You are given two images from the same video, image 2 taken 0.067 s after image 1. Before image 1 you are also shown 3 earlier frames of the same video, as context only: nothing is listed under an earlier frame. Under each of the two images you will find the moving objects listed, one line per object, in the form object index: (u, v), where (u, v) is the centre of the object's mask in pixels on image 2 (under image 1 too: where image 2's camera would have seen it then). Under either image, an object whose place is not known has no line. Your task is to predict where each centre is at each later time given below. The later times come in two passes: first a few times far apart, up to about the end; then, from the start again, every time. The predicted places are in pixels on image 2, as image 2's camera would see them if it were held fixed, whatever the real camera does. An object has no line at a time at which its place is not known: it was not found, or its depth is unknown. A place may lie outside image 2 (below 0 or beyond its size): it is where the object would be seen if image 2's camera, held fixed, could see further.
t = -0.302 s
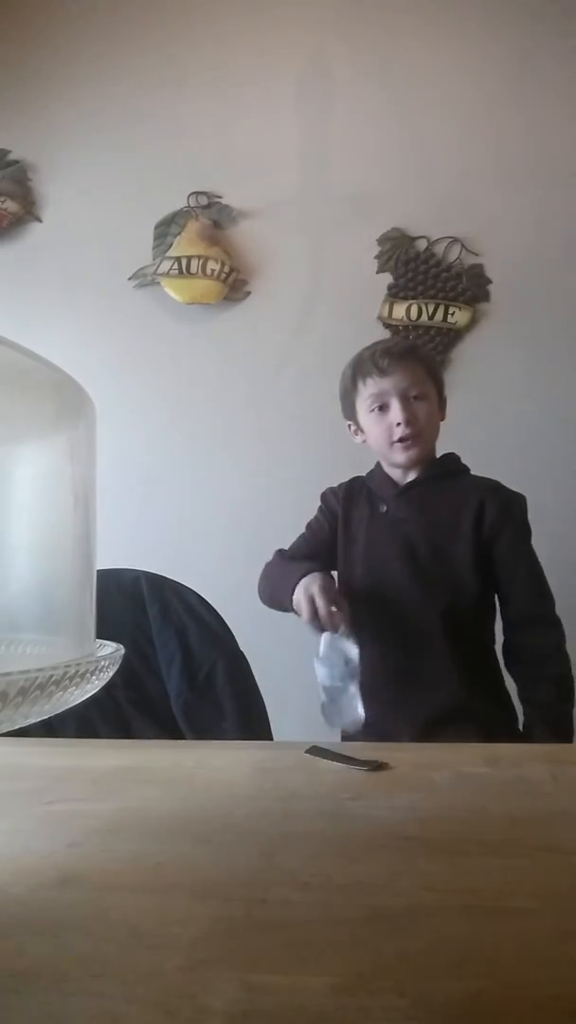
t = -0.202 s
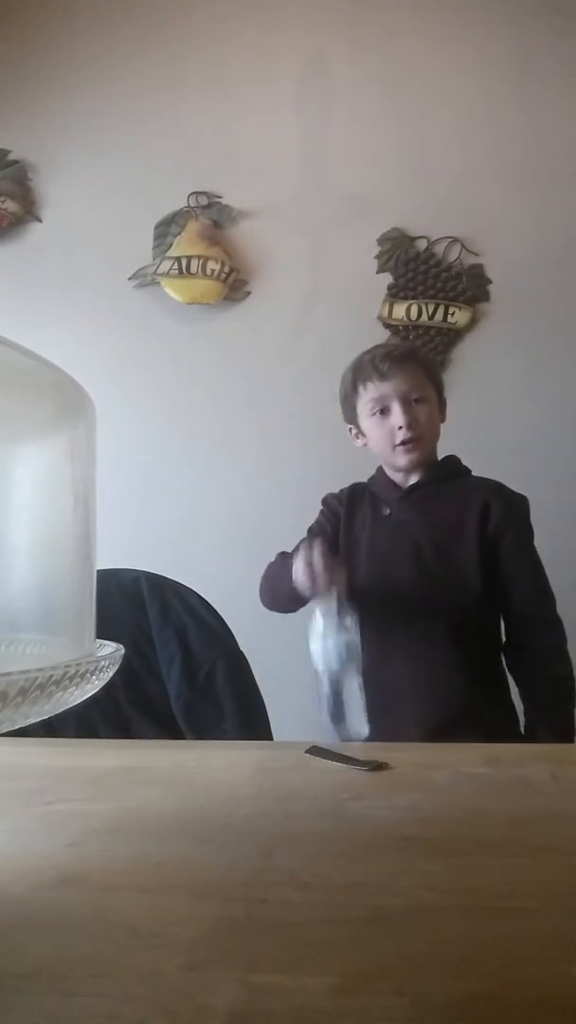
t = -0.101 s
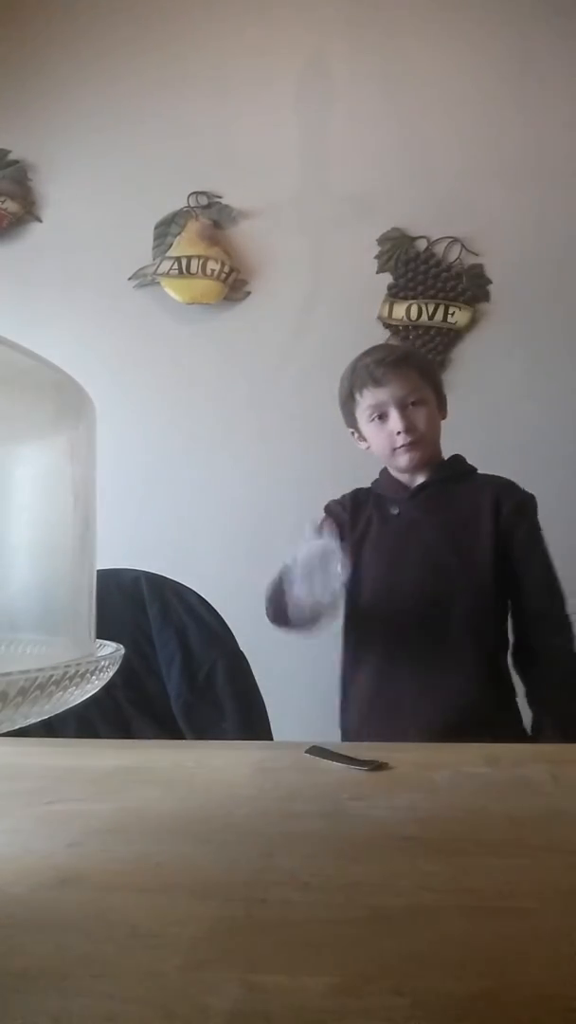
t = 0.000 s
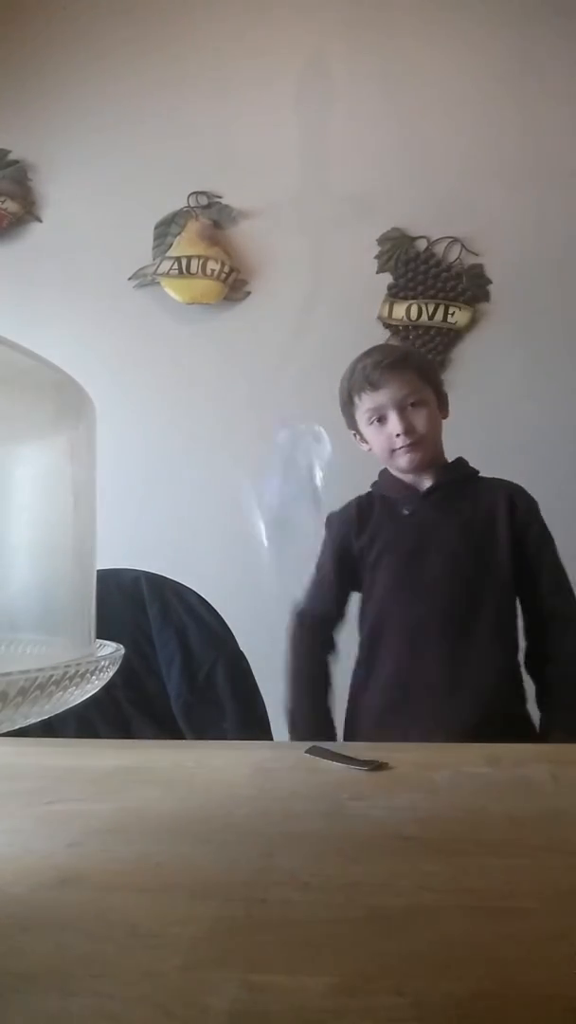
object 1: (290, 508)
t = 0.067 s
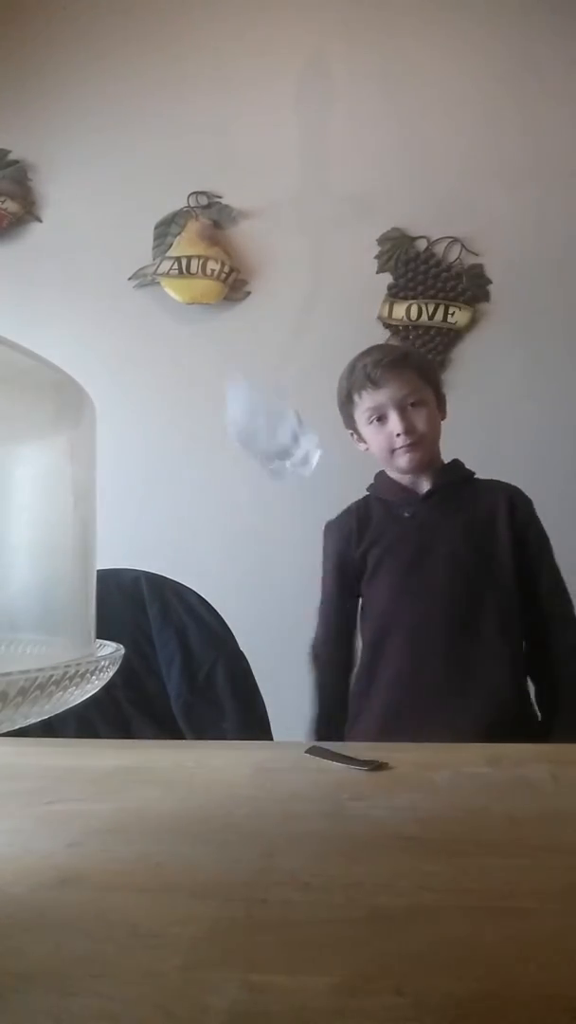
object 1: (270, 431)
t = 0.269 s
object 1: (224, 628)
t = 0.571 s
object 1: (197, 658)
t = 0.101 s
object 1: (264, 429)
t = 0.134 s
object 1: (257, 441)
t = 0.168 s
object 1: (249, 465)
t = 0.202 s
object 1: (242, 500)
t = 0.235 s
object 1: (234, 562)
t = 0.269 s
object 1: (224, 628)
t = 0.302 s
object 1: (217, 657)
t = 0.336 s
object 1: (208, 655)
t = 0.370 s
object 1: (202, 657)
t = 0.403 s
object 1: (200, 657)
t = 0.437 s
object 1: (199, 658)
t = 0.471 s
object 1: (197, 658)
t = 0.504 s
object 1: (196, 658)
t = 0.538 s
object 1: (197, 658)
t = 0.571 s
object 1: (197, 658)
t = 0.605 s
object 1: (197, 658)
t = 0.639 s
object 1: (197, 658)
